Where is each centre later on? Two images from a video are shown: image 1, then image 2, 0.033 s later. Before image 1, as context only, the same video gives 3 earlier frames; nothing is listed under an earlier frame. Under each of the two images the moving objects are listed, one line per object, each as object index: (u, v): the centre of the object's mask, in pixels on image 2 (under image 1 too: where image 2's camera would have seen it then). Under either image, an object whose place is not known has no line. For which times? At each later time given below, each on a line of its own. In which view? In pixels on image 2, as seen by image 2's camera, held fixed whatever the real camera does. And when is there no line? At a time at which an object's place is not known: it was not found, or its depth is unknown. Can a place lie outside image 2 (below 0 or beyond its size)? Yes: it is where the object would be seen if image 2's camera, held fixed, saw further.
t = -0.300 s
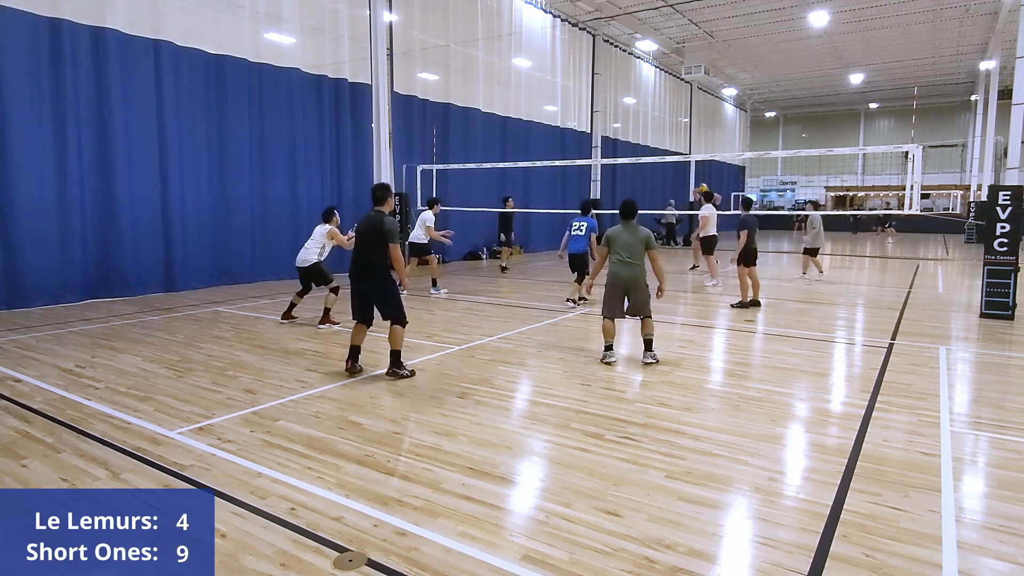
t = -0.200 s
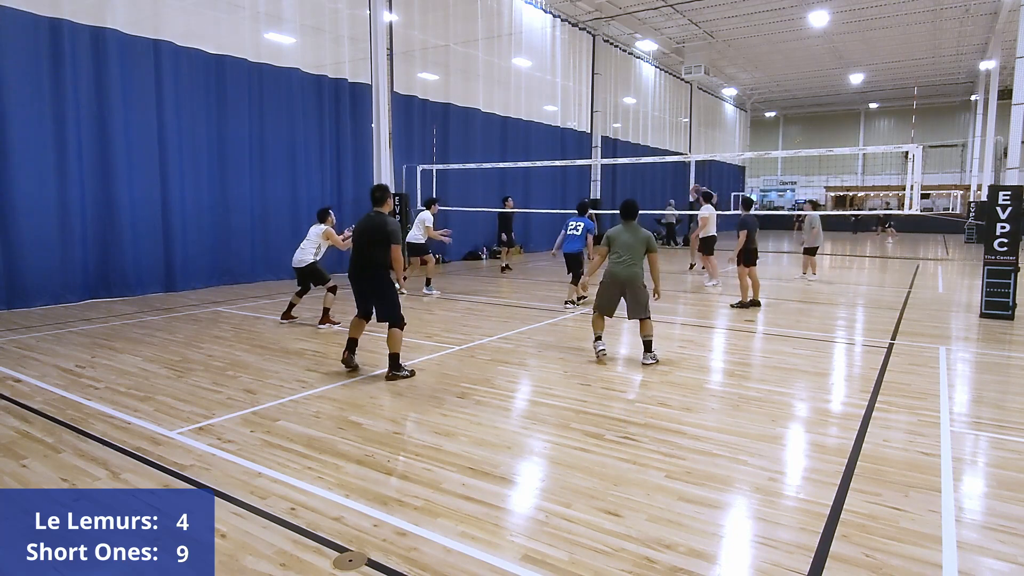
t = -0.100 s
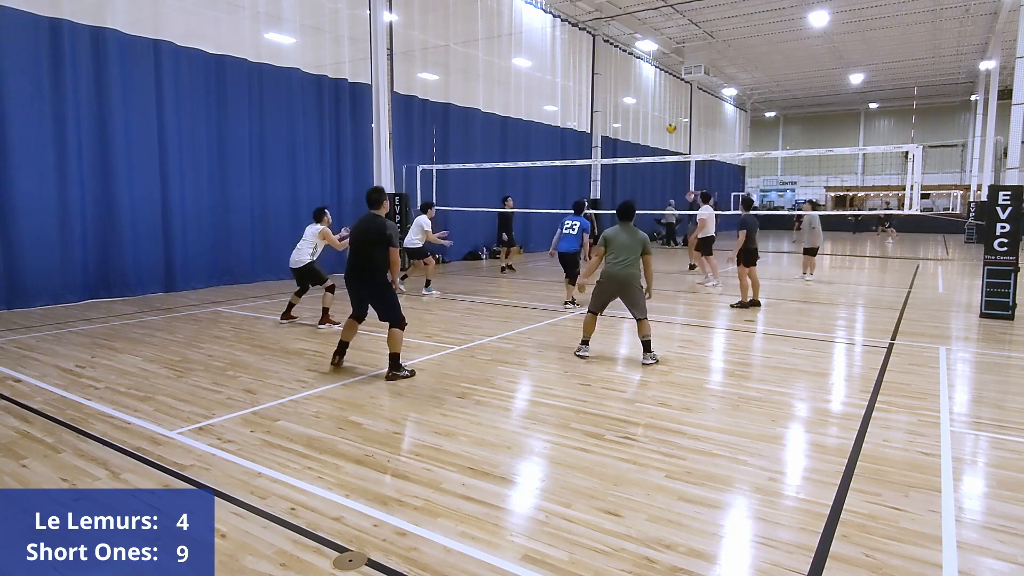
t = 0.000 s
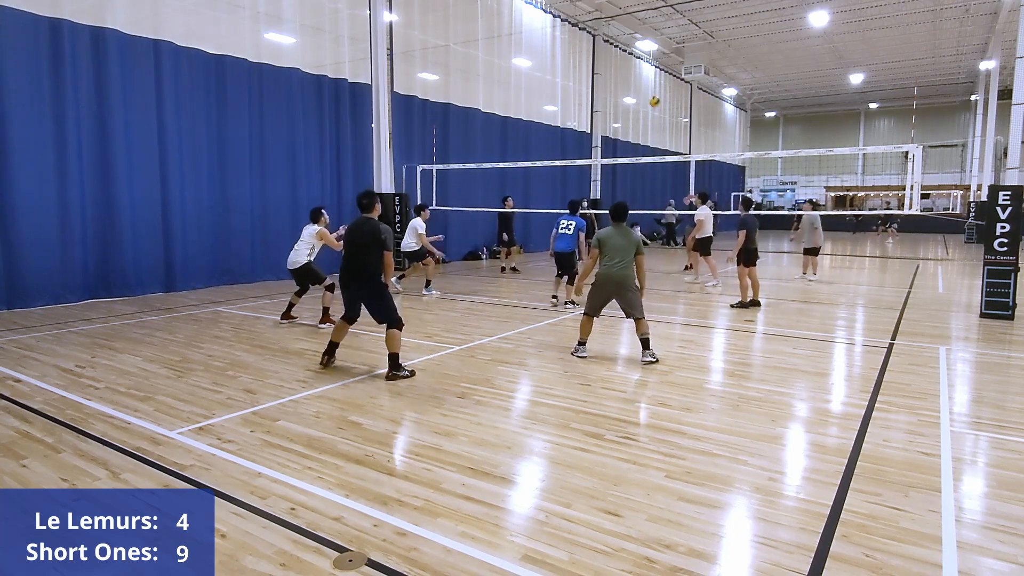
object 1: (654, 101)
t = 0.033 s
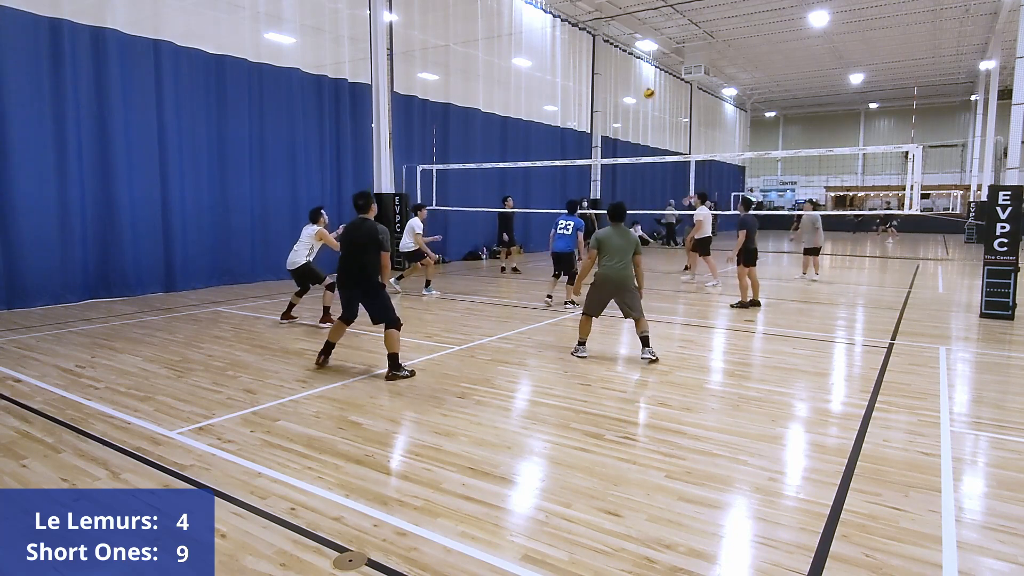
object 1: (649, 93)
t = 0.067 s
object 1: (643, 85)
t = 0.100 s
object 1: (637, 78)
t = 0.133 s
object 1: (631, 71)
